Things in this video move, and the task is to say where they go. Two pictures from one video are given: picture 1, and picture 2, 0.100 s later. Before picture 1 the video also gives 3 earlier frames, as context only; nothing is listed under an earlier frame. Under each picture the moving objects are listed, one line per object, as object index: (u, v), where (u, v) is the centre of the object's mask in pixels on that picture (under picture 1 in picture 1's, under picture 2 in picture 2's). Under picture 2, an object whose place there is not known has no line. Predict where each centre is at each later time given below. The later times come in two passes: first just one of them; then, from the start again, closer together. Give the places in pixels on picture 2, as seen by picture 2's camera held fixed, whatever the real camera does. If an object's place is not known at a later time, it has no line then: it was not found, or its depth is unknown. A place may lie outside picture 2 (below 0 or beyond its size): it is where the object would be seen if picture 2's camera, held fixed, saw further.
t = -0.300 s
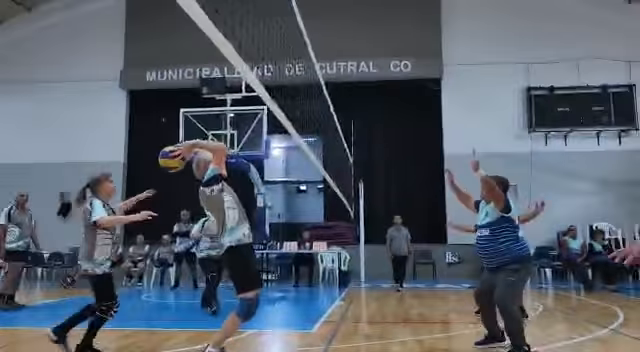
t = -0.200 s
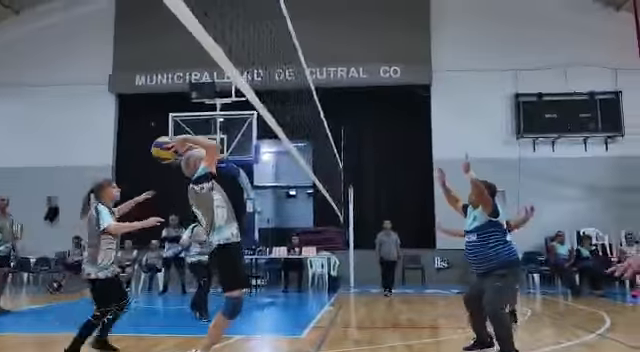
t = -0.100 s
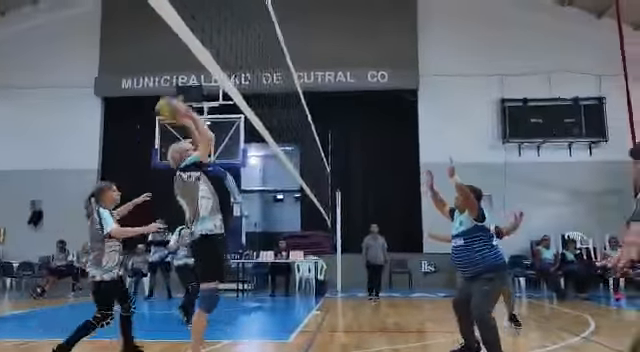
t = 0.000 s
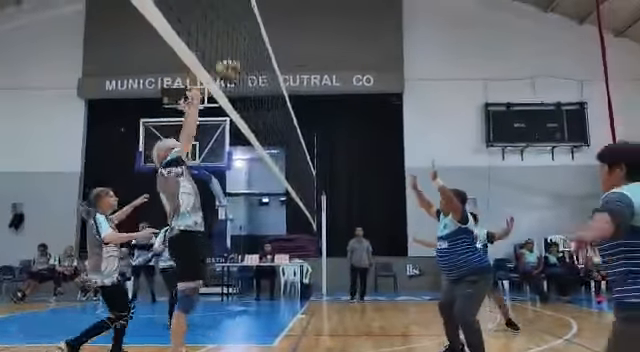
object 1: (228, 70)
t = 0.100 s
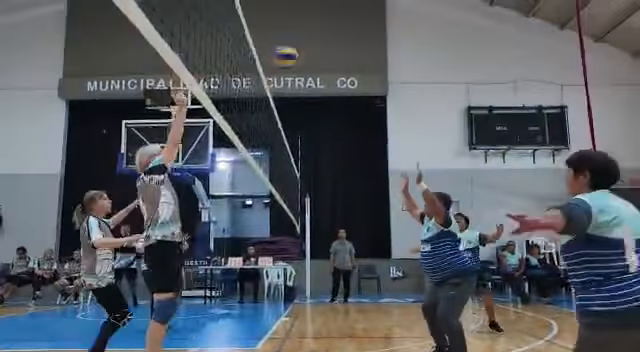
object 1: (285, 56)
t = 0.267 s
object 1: (385, 55)
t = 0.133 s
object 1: (306, 54)
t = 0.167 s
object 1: (327, 54)
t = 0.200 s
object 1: (346, 53)
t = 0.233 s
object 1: (366, 53)
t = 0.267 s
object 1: (385, 55)
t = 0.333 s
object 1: (419, 64)
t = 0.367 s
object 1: (435, 68)
